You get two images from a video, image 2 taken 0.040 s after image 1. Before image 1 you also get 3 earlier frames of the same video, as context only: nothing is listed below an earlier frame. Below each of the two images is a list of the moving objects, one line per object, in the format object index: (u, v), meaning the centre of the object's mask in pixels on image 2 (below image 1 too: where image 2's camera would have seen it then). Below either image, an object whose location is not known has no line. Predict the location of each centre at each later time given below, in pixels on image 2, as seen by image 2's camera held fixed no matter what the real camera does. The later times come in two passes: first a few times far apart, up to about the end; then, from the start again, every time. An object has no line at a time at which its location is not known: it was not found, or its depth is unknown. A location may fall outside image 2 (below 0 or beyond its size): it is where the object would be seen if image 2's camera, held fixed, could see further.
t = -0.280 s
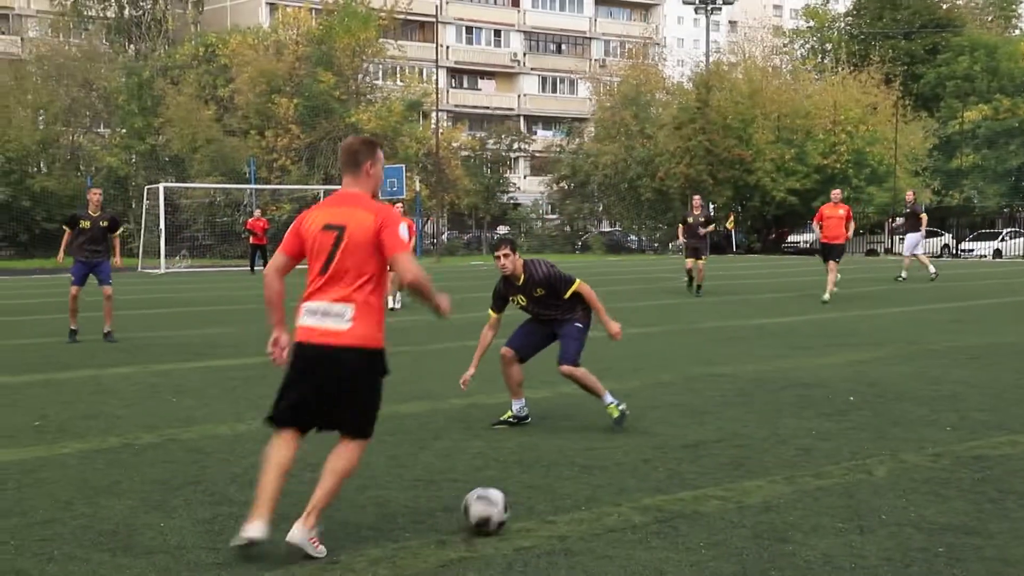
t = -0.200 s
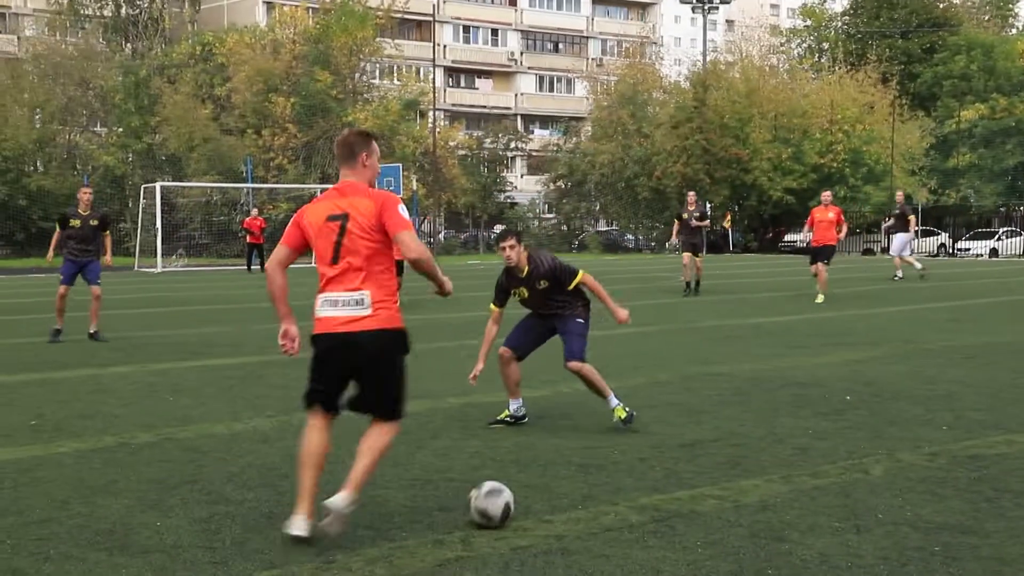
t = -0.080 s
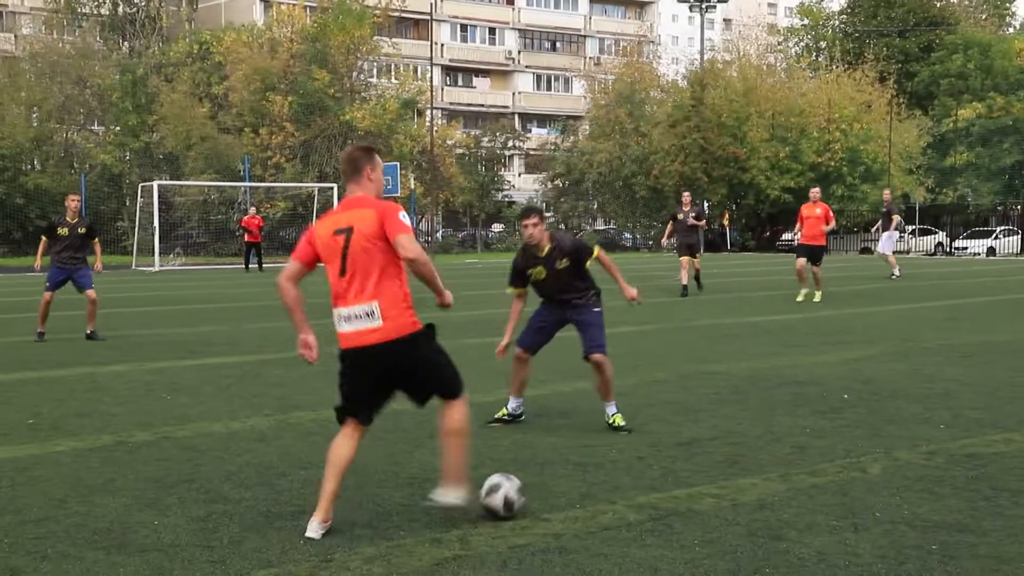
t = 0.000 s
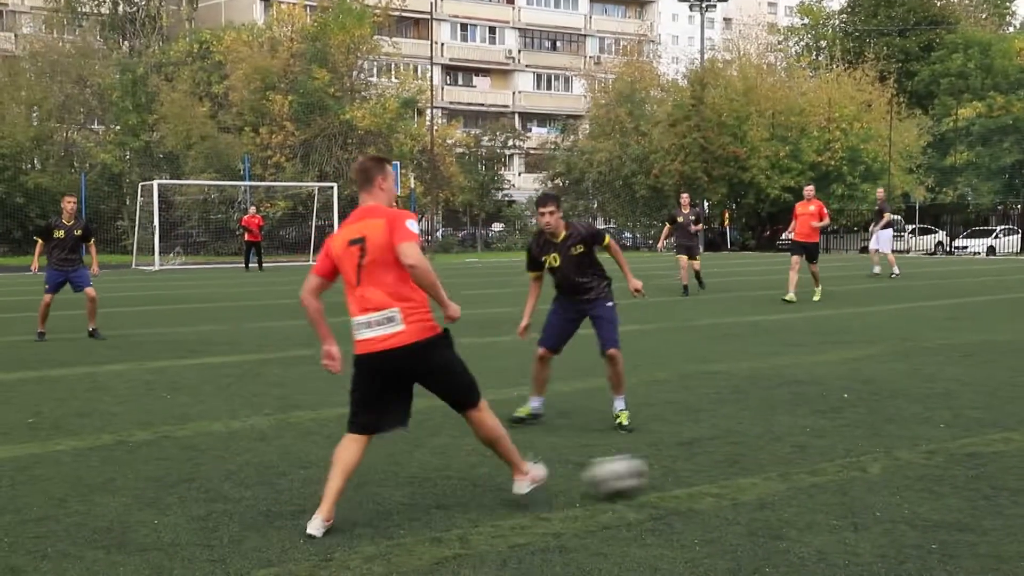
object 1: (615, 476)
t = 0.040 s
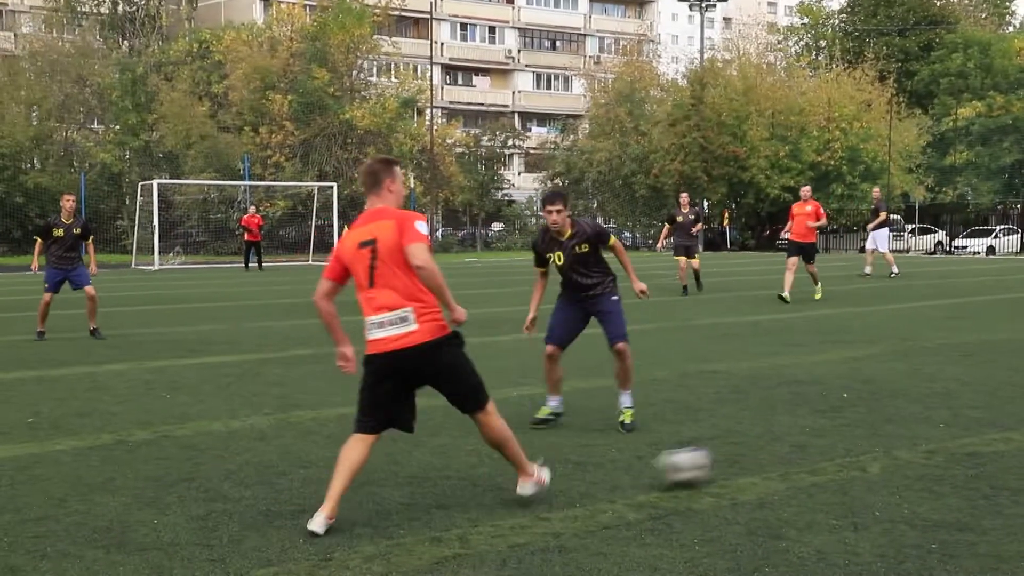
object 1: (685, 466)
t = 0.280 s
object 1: (989, 423)
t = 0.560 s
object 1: (1215, 389)
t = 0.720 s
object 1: (1306, 385)
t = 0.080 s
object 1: (745, 457)
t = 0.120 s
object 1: (803, 448)
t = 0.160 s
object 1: (854, 444)
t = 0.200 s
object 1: (904, 434)
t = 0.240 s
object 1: (948, 427)
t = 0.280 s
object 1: (989, 423)
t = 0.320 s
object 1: (1030, 419)
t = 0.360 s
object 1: (1066, 411)
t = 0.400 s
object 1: (1098, 407)
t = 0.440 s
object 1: (1128, 405)
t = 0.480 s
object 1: (1159, 402)
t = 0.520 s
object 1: (1189, 395)
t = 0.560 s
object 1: (1215, 389)
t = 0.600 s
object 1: (1240, 387)
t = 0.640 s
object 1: (1263, 386)
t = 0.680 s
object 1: (1287, 389)
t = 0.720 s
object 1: (1306, 385)
